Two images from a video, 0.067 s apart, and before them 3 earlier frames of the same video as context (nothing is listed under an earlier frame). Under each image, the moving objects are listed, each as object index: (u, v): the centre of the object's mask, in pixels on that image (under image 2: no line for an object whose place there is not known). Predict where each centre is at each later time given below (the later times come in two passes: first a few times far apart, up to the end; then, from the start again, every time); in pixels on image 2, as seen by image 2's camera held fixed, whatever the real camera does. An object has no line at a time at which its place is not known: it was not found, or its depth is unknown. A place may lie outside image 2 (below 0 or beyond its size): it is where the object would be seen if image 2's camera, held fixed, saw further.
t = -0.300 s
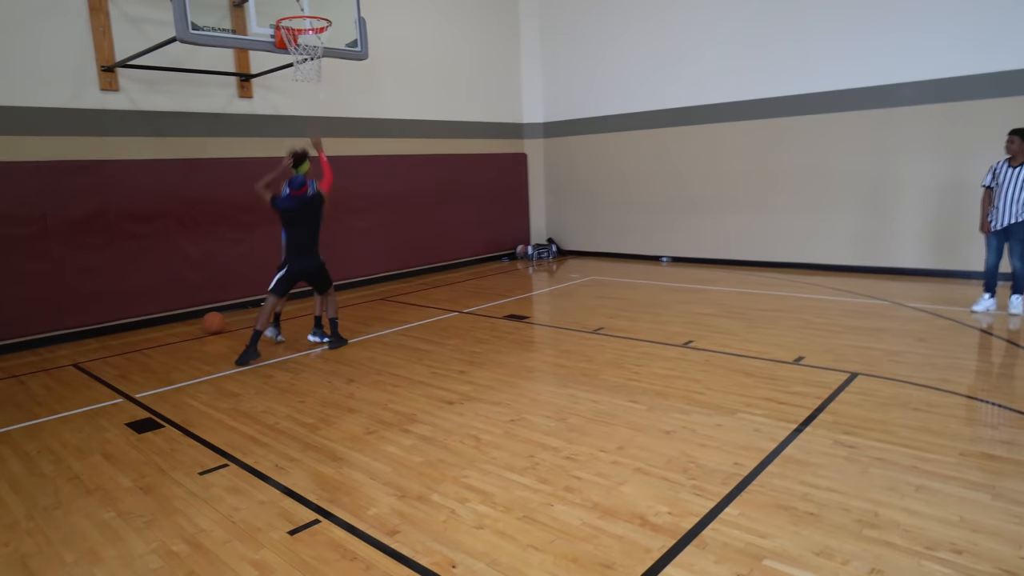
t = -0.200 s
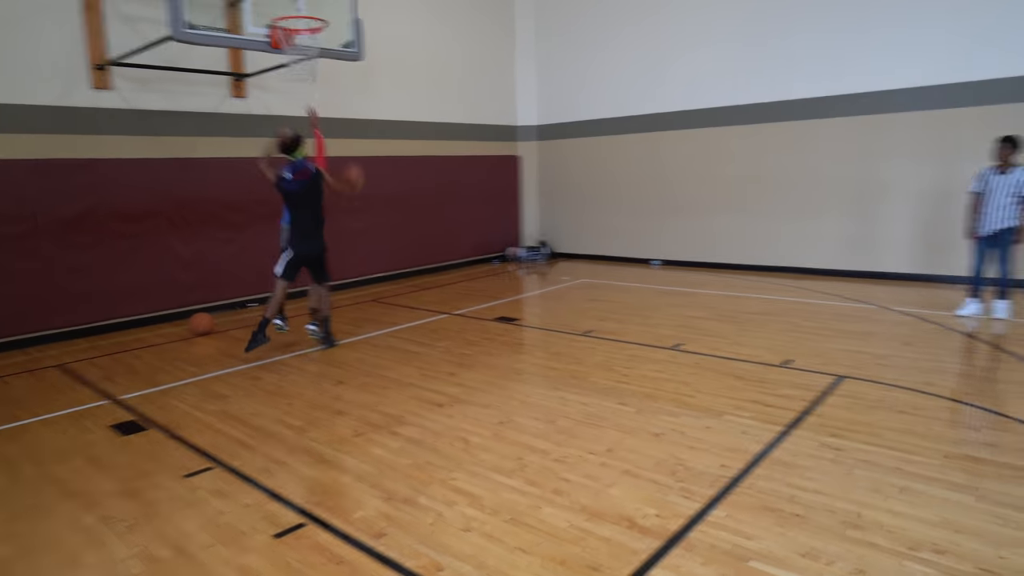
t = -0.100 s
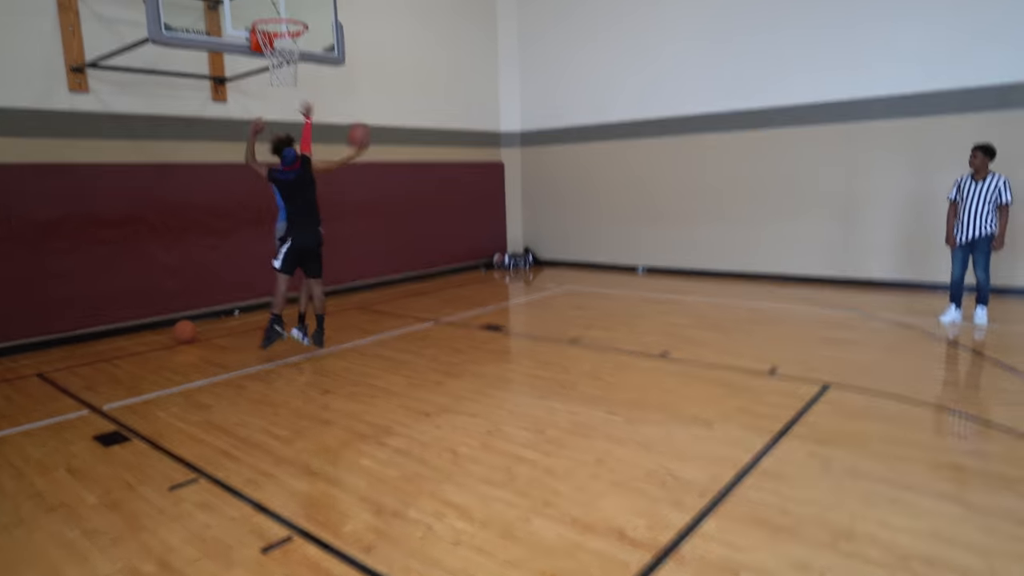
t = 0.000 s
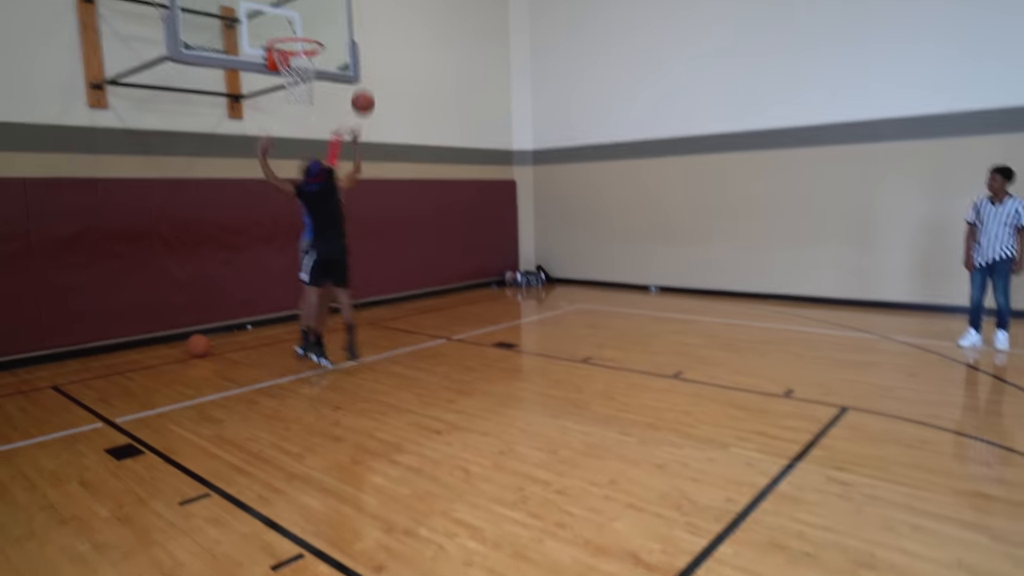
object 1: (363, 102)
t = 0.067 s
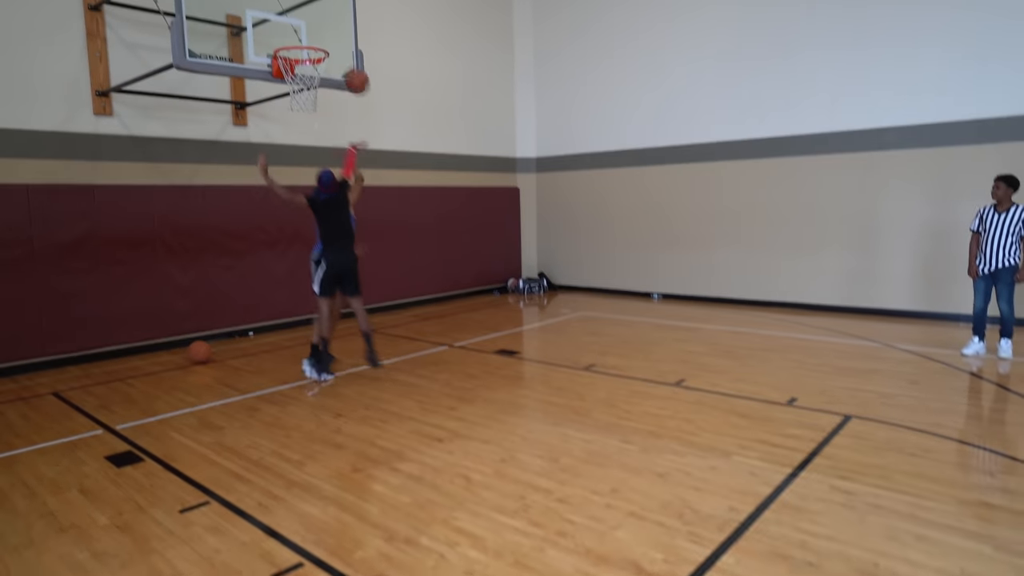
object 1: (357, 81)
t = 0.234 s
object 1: (325, 20)
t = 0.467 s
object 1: (287, -20)
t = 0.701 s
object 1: (251, 0)
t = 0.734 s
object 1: (247, 8)
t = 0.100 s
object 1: (351, 67)
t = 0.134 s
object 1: (344, 53)
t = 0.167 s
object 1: (338, 42)
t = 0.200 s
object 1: (331, 30)
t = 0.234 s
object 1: (325, 20)
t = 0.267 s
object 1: (319, 11)
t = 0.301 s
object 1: (314, 2)
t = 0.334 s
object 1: (309, -4)
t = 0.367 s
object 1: (303, -10)
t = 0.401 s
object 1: (297, -14)
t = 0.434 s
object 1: (291, -18)
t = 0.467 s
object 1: (287, -20)
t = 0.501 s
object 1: (283, -20)
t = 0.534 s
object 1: (278, -20)
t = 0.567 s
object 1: (272, -18)
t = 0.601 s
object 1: (267, -15)
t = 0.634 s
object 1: (261, -12)
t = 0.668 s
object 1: (256, -6)
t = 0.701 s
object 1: (251, 0)
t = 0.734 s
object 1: (247, 8)
